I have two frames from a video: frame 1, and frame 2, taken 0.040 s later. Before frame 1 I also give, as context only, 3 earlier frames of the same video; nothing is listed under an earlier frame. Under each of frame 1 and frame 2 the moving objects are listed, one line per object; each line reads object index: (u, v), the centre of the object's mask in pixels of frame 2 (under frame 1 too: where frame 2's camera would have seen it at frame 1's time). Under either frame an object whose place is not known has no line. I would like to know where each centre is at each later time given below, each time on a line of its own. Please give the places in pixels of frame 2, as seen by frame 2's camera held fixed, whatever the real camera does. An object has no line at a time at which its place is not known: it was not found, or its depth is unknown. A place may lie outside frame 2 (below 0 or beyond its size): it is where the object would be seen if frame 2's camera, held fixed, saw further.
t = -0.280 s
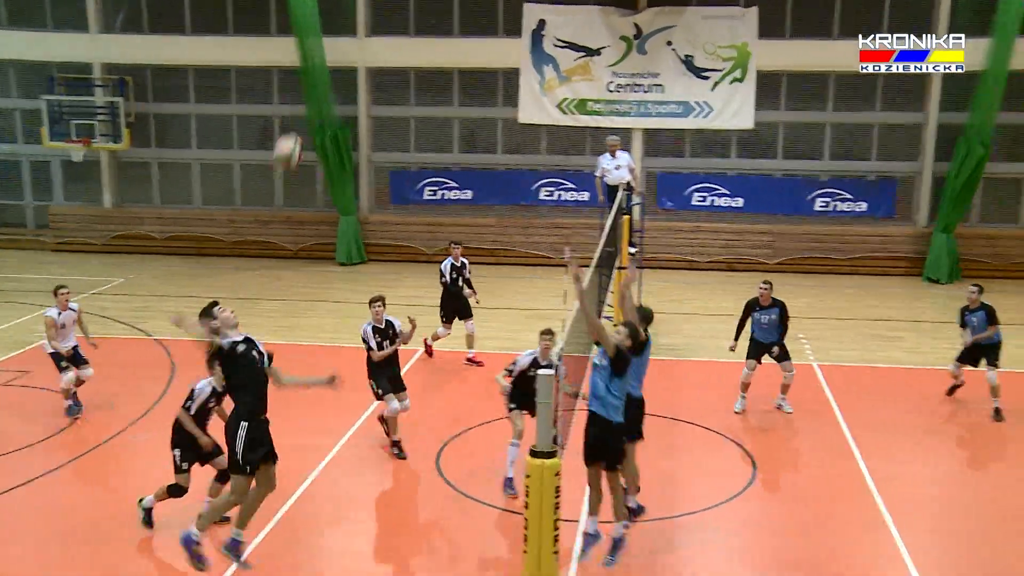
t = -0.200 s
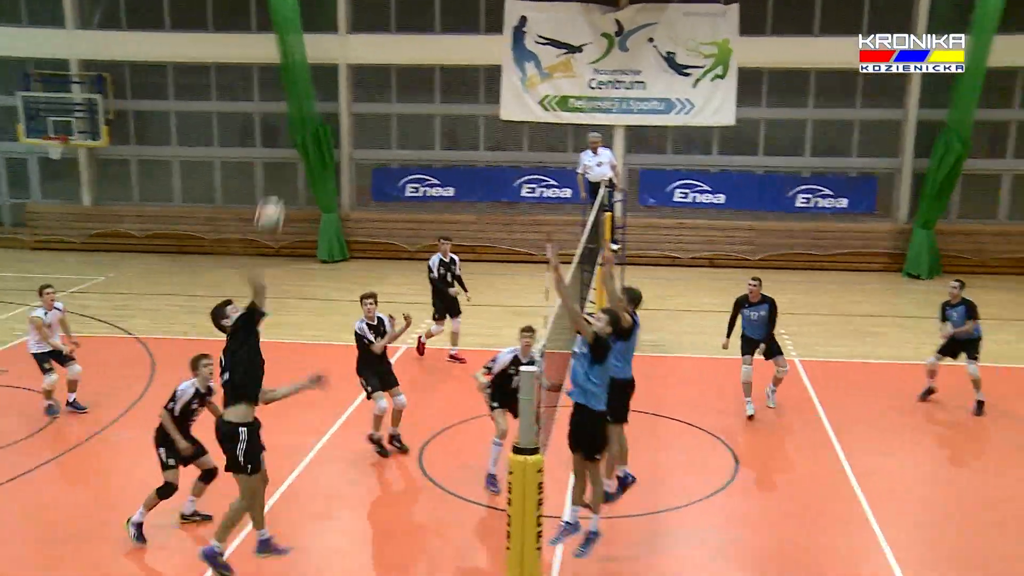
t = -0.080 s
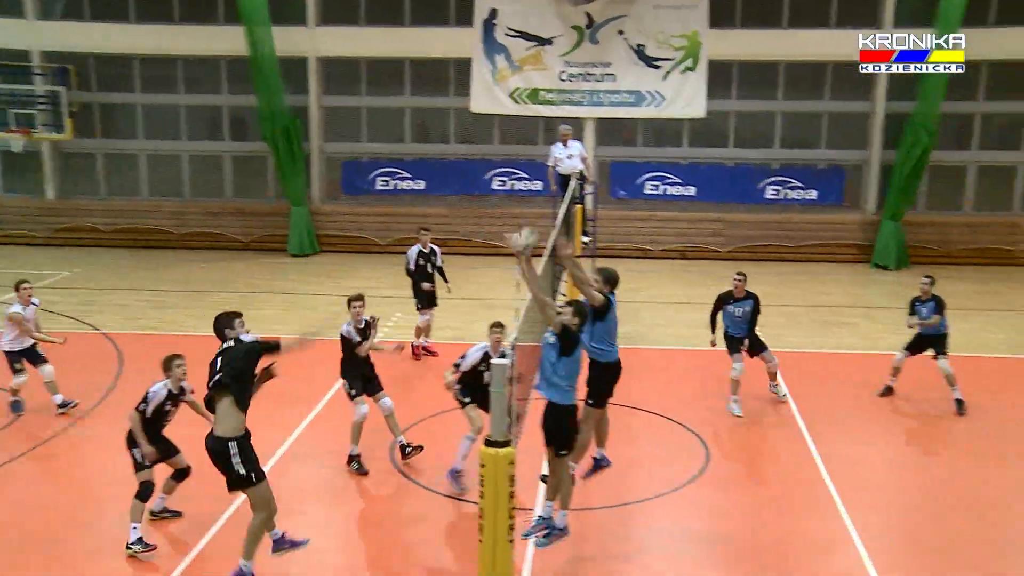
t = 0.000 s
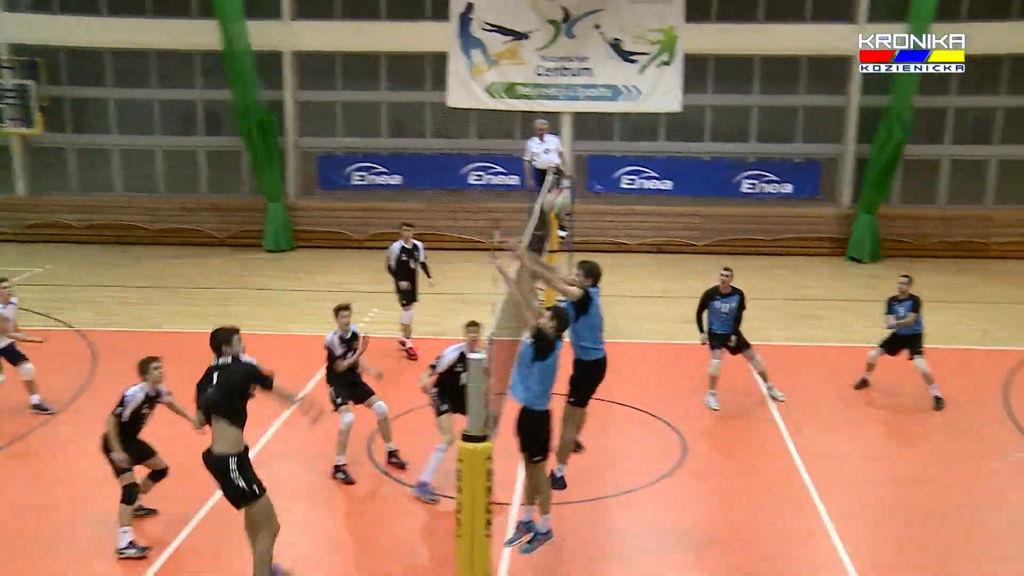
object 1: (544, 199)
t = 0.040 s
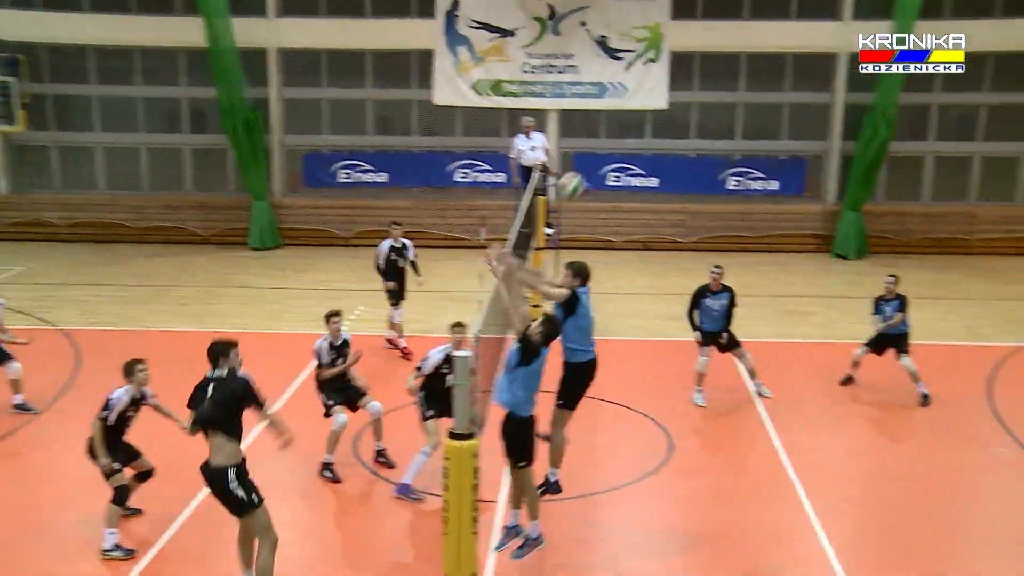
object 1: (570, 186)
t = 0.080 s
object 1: (598, 174)
